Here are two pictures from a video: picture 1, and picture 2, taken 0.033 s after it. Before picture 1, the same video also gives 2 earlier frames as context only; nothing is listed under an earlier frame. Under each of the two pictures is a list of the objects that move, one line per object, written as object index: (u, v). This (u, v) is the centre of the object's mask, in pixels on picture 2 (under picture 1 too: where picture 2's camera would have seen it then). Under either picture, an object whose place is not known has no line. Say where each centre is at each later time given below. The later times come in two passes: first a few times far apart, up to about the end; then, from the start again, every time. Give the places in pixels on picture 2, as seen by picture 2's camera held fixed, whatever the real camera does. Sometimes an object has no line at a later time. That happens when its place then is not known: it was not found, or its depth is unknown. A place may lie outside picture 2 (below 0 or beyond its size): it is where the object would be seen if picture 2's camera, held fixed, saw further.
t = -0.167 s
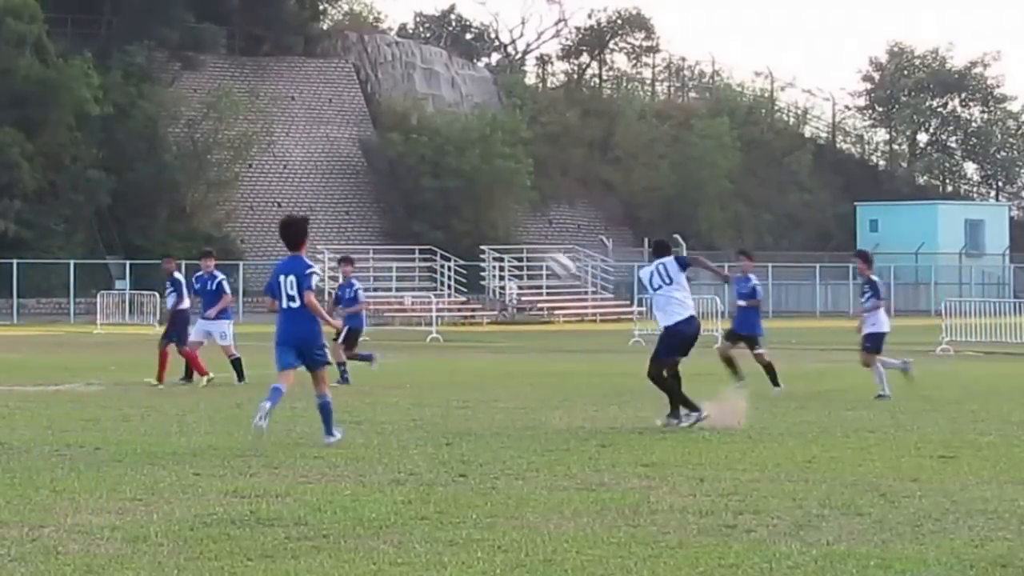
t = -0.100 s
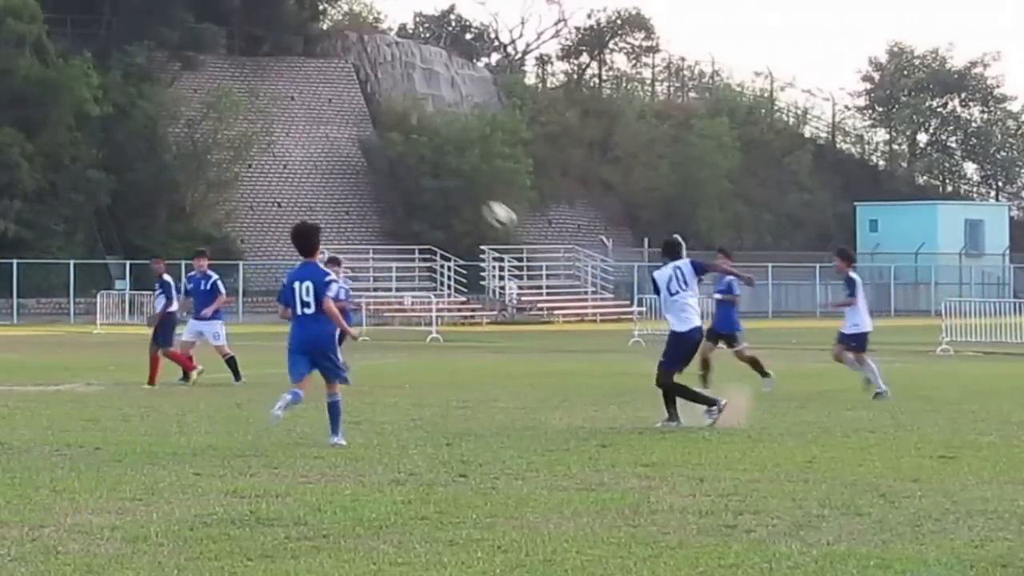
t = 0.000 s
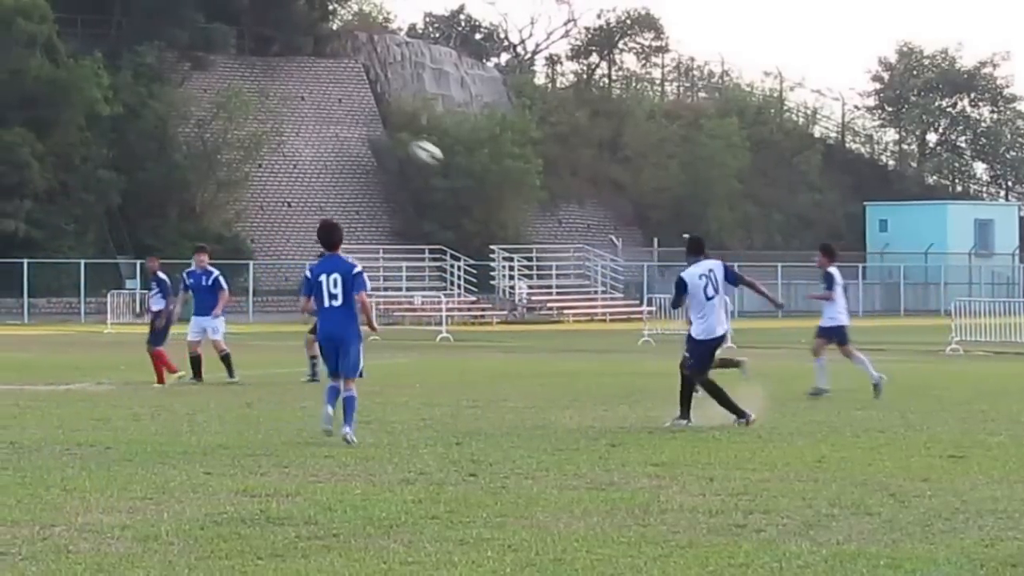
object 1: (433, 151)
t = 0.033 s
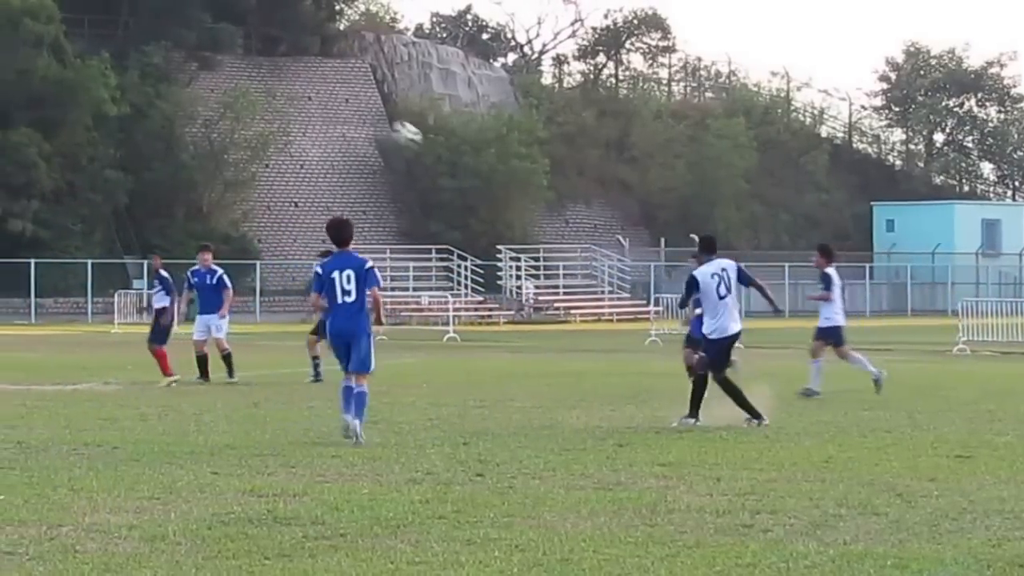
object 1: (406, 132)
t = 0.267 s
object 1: (238, 42)
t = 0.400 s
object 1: (153, 10)
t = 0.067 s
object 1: (383, 116)
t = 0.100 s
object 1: (356, 99)
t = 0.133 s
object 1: (330, 85)
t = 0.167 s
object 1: (308, 74)
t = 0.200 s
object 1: (284, 61)
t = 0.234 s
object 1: (261, 51)
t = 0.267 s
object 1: (238, 42)
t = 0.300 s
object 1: (216, 33)
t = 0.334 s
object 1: (194, 24)
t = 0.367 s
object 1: (173, 17)
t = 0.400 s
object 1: (153, 10)
